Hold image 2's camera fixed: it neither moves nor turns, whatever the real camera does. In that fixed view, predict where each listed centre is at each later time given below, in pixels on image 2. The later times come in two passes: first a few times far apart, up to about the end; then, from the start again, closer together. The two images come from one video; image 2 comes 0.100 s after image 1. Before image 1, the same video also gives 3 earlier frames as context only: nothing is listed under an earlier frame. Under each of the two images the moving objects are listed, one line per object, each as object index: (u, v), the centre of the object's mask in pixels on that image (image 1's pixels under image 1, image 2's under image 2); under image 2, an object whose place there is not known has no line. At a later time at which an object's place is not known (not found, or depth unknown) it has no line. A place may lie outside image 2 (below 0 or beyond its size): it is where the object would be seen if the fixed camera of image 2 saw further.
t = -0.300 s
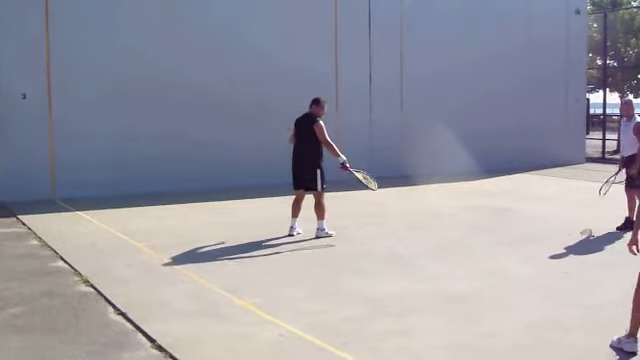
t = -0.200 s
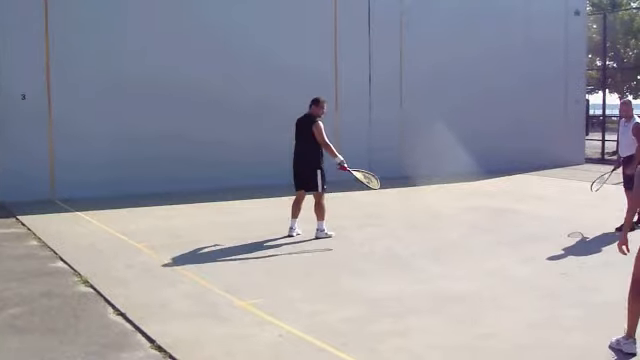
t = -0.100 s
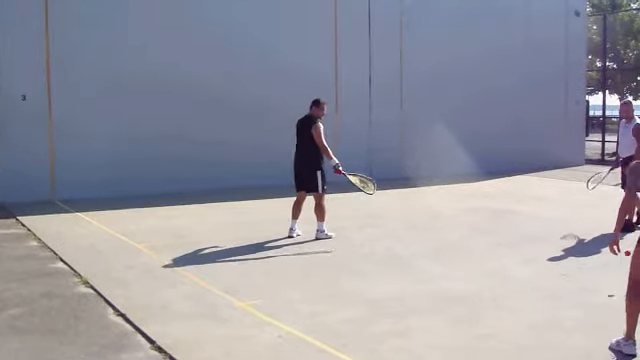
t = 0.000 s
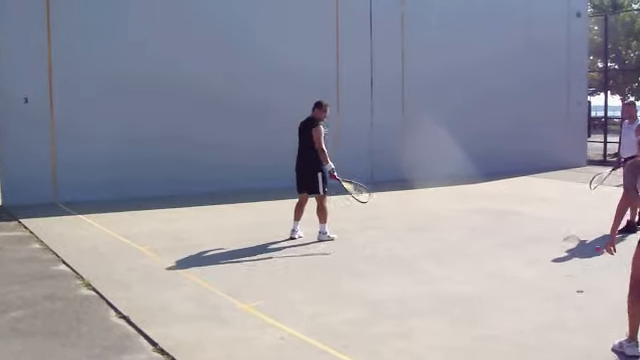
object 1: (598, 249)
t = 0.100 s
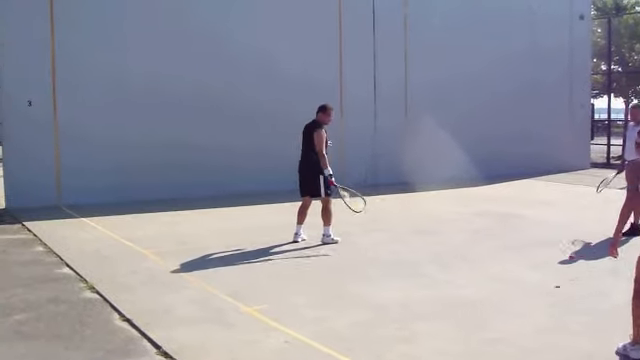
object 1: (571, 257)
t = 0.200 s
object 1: (543, 272)
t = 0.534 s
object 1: (453, 239)
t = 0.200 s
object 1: (543, 272)
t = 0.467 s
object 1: (470, 238)
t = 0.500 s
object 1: (460, 238)
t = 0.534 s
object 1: (453, 239)
